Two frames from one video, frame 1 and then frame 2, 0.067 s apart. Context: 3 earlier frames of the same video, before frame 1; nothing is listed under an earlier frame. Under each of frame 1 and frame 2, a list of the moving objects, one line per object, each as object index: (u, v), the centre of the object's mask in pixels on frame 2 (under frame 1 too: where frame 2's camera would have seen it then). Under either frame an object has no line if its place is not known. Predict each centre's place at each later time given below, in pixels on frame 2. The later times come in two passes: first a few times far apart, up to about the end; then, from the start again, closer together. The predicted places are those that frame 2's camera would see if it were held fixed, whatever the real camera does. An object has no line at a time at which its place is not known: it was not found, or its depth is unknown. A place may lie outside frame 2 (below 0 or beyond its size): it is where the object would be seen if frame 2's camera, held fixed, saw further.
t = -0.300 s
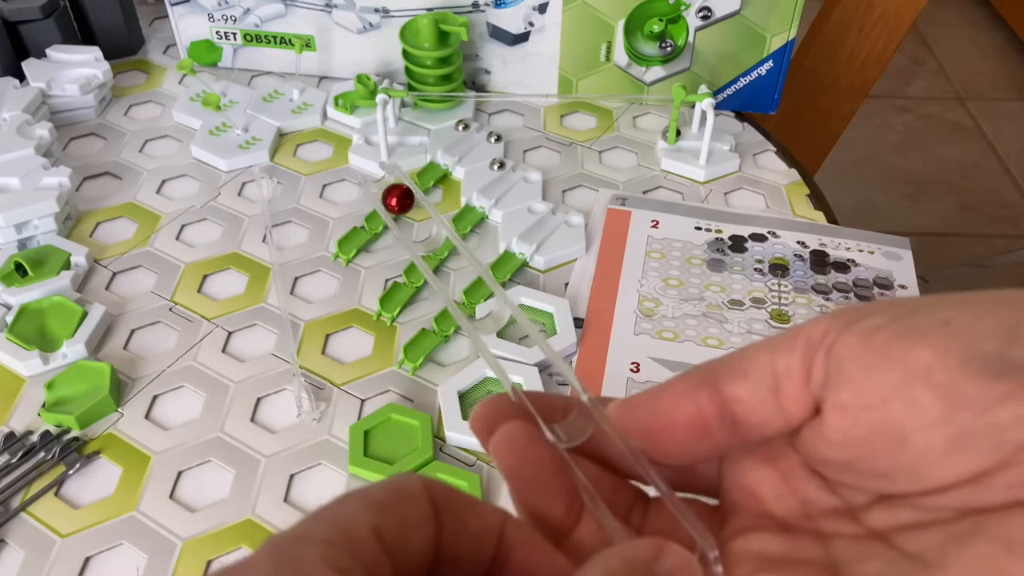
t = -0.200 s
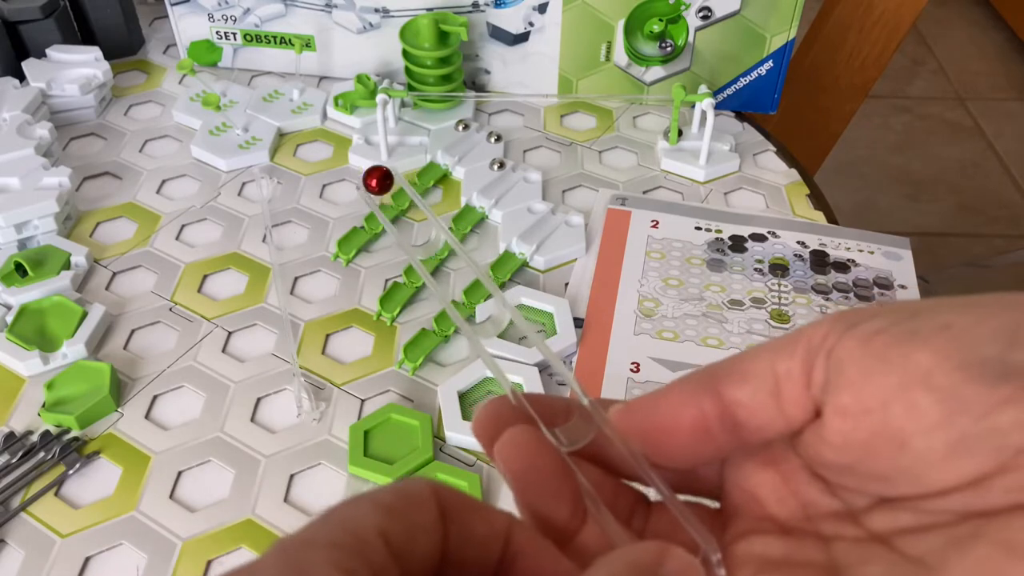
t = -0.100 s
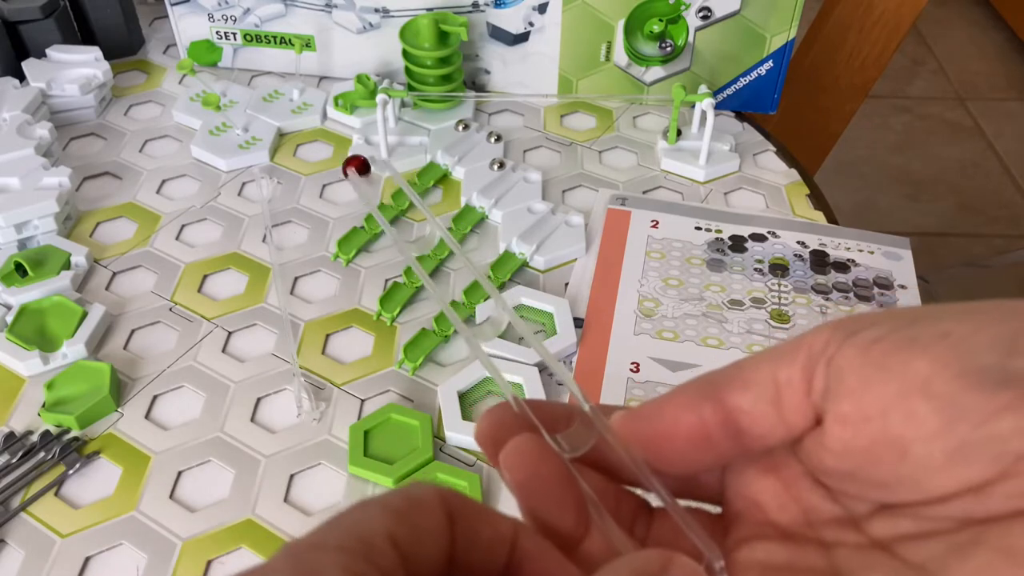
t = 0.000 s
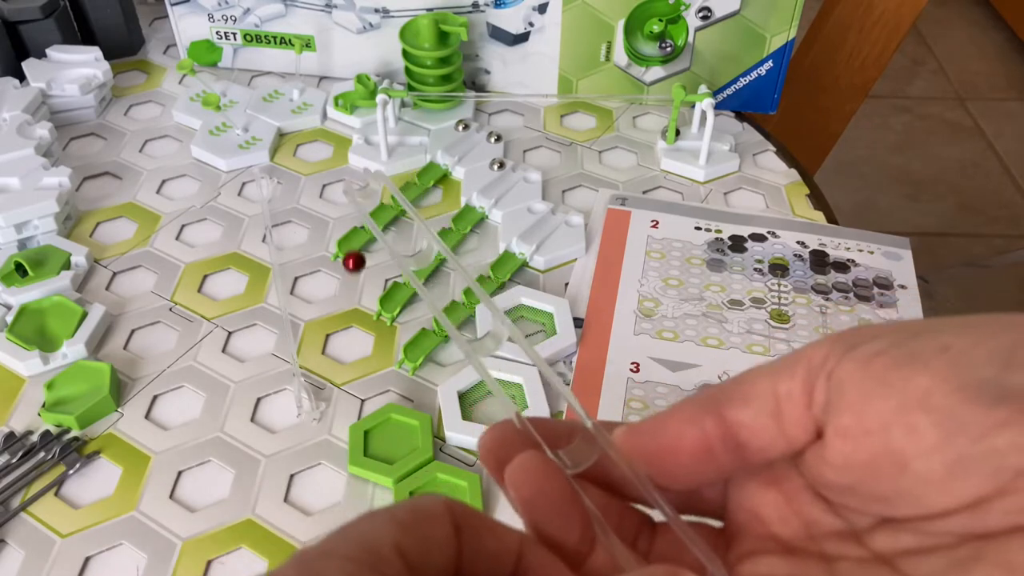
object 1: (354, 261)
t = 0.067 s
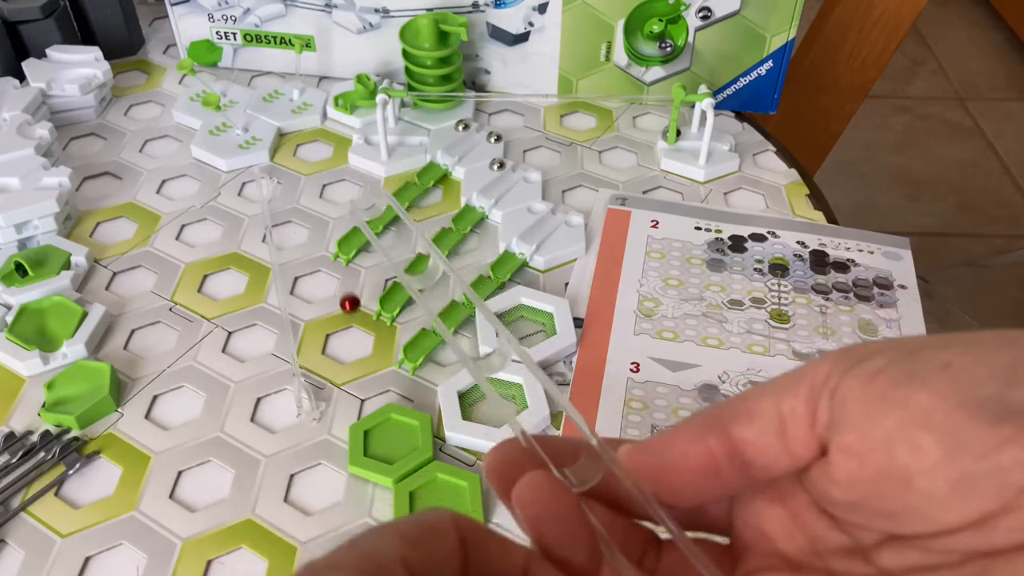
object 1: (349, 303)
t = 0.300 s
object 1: (283, 211)
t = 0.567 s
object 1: (134, 202)
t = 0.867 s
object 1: (78, 172)
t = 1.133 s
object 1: (108, 145)
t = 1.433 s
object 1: (144, 118)
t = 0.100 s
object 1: (334, 255)
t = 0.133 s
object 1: (321, 219)
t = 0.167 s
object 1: (310, 196)
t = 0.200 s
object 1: (302, 188)
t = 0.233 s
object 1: (297, 193)
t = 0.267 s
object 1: (295, 212)
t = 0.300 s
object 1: (283, 211)
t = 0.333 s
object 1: (261, 192)
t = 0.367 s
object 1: (240, 186)
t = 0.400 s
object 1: (224, 193)
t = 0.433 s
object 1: (210, 209)
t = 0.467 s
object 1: (189, 201)
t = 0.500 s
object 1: (171, 204)
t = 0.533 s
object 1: (153, 204)
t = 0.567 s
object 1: (134, 202)
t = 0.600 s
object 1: (116, 201)
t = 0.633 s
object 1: (98, 198)
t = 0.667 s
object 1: (82, 197)
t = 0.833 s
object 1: (77, 175)
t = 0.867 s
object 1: (78, 172)
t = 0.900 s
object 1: (80, 170)
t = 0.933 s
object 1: (83, 166)
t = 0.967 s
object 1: (88, 162)
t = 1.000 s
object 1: (92, 158)
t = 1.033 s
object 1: (96, 155)
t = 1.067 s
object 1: (100, 152)
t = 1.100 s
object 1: (104, 149)
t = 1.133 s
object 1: (108, 145)
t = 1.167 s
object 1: (112, 142)
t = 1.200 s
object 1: (116, 139)
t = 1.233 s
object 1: (120, 136)
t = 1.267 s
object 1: (124, 133)
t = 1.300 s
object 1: (128, 129)
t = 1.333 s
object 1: (132, 126)
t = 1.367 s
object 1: (136, 123)
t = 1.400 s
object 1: (140, 121)
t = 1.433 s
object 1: (144, 118)
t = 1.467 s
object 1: (148, 115)
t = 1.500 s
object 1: (152, 111)
